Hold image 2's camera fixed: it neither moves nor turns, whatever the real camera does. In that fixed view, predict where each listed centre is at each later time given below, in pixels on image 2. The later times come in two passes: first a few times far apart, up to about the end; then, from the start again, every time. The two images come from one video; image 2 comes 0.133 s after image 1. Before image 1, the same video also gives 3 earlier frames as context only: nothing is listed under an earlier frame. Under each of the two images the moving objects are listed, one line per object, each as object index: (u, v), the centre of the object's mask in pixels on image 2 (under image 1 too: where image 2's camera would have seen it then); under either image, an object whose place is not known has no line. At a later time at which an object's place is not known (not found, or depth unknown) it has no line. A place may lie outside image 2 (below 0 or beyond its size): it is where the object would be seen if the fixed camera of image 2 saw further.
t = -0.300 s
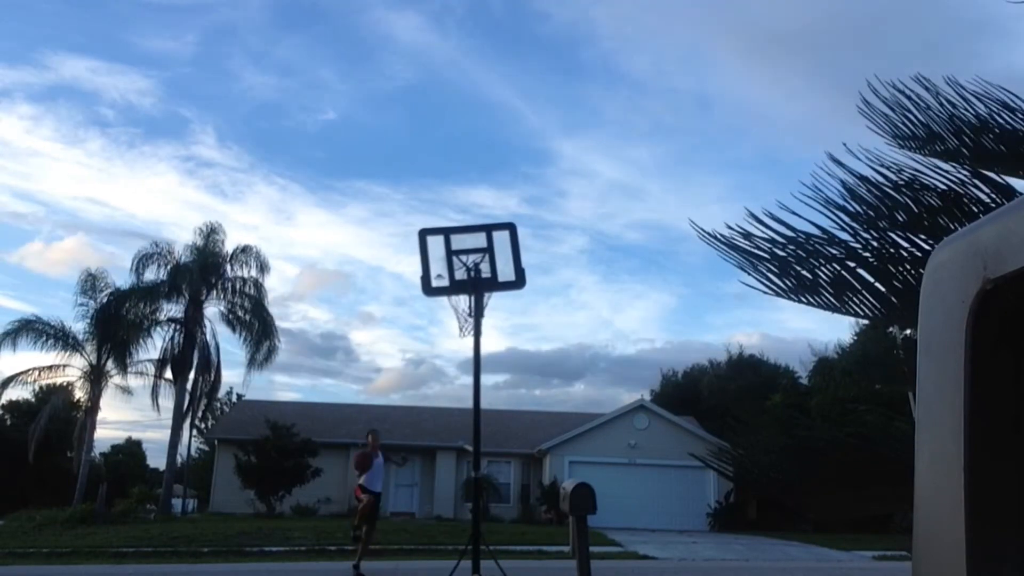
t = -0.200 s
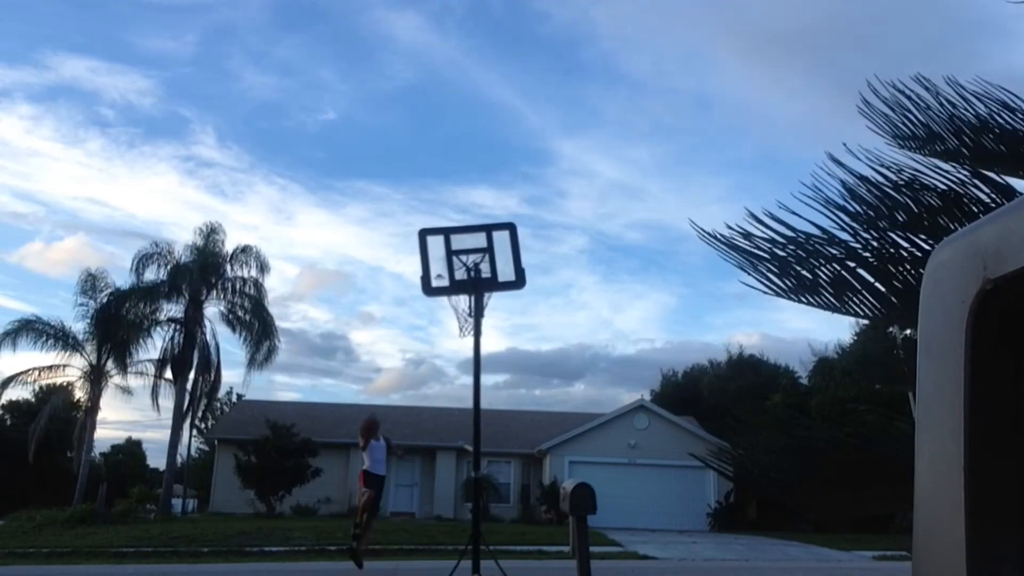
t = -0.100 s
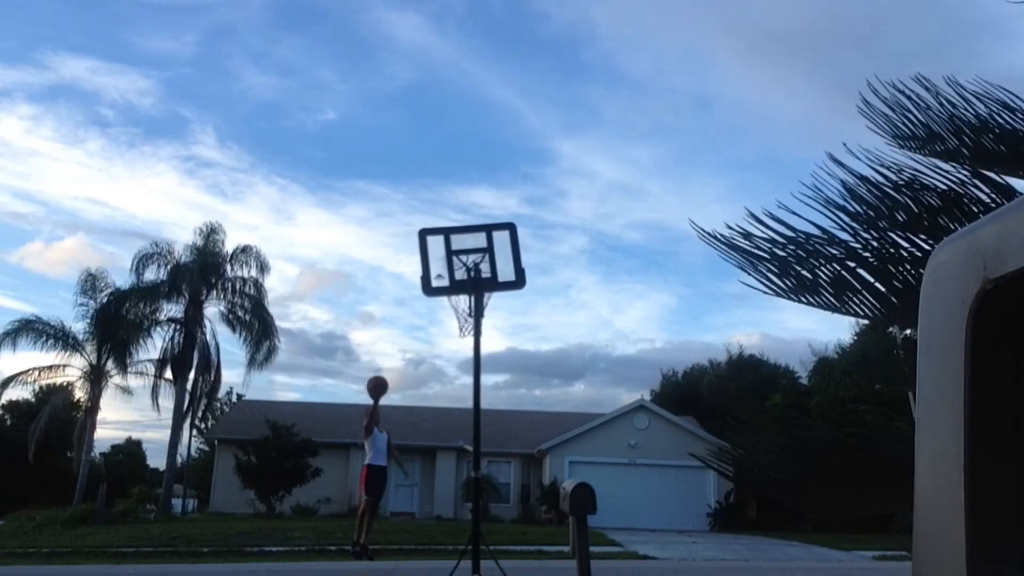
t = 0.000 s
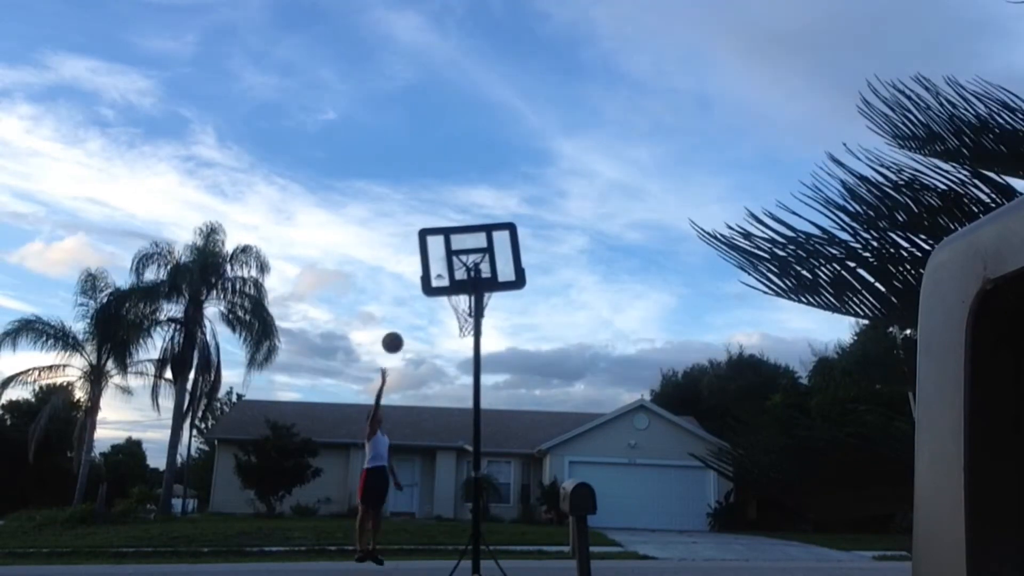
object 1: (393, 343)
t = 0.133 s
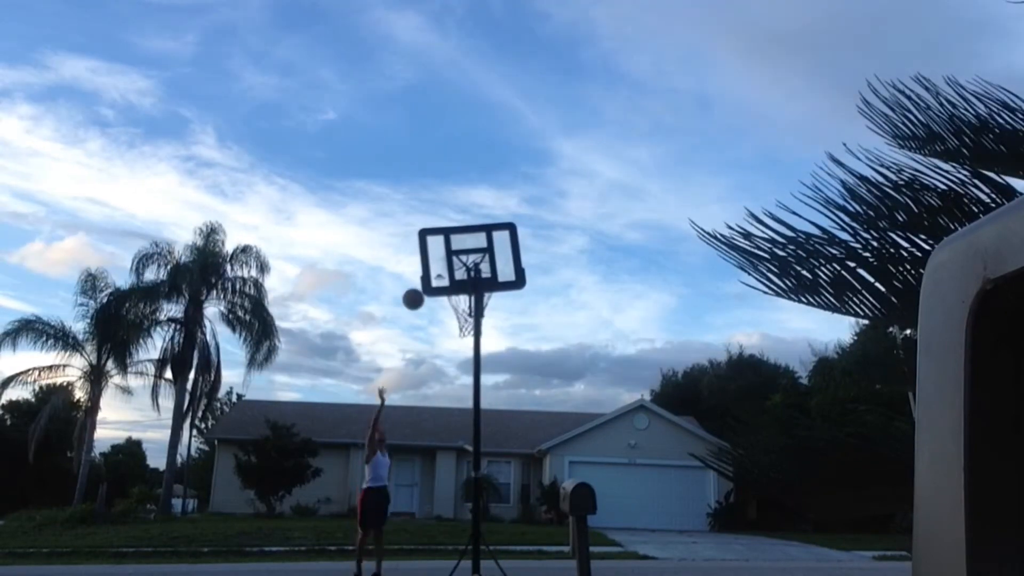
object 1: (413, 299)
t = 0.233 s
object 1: (435, 276)
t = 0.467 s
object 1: (462, 262)
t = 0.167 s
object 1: (416, 292)
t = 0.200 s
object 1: (420, 284)
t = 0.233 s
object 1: (435, 276)
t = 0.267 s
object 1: (436, 271)
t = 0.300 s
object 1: (438, 267)
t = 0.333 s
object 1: (440, 264)
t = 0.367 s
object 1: (442, 262)
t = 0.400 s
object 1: (453, 262)
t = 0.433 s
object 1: (460, 261)
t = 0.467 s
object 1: (462, 262)
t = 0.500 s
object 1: (465, 262)
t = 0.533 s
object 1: (468, 263)
